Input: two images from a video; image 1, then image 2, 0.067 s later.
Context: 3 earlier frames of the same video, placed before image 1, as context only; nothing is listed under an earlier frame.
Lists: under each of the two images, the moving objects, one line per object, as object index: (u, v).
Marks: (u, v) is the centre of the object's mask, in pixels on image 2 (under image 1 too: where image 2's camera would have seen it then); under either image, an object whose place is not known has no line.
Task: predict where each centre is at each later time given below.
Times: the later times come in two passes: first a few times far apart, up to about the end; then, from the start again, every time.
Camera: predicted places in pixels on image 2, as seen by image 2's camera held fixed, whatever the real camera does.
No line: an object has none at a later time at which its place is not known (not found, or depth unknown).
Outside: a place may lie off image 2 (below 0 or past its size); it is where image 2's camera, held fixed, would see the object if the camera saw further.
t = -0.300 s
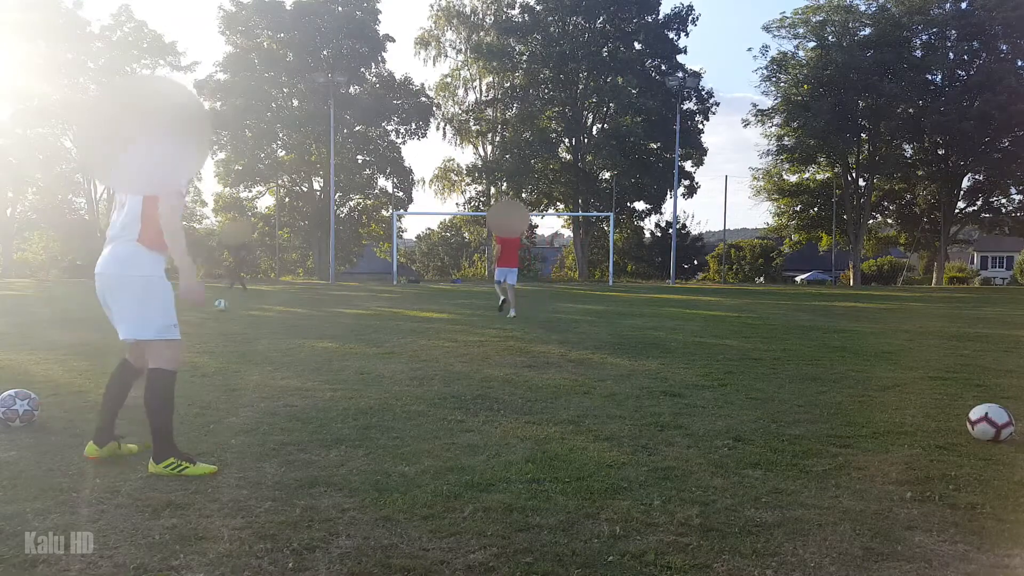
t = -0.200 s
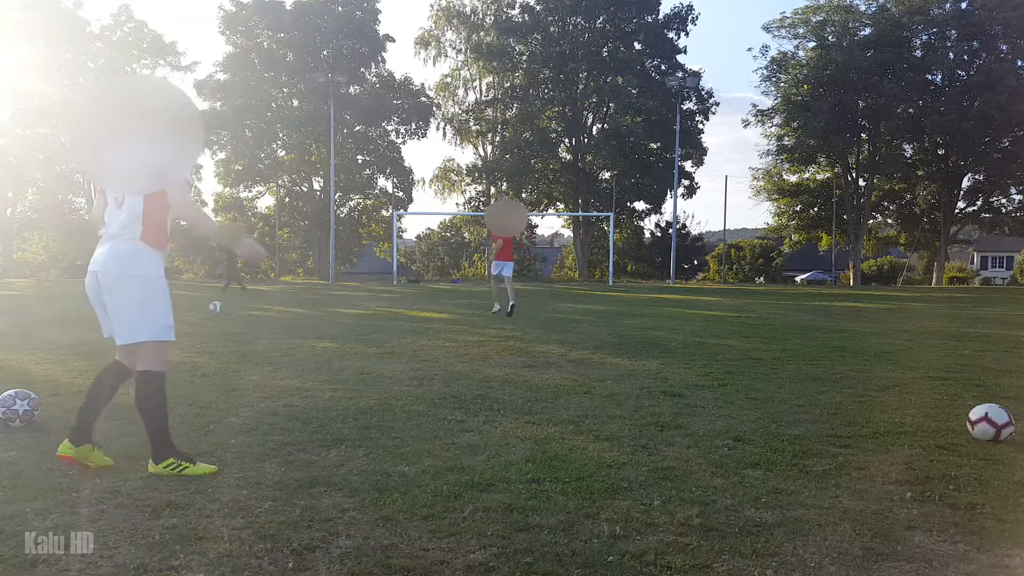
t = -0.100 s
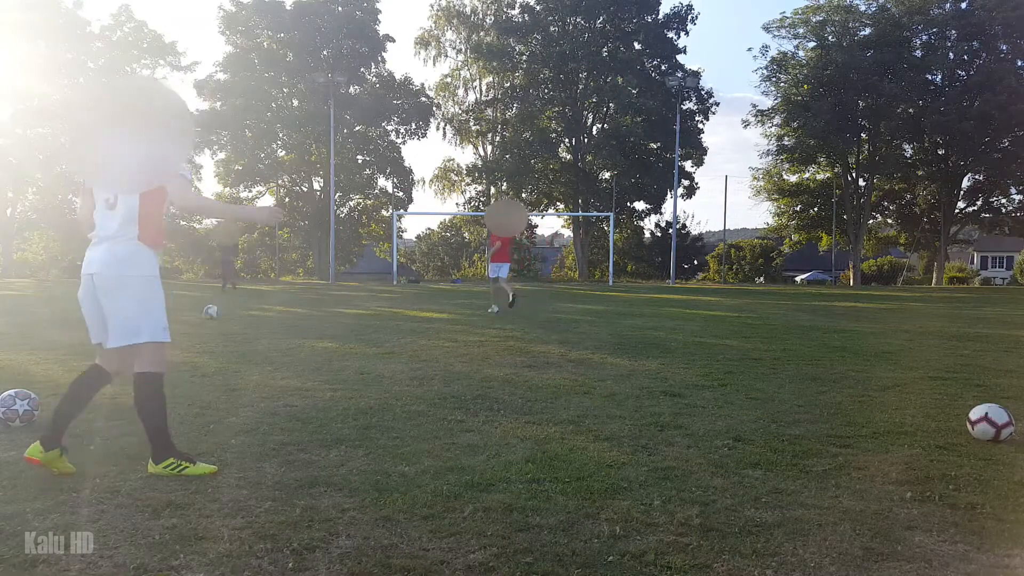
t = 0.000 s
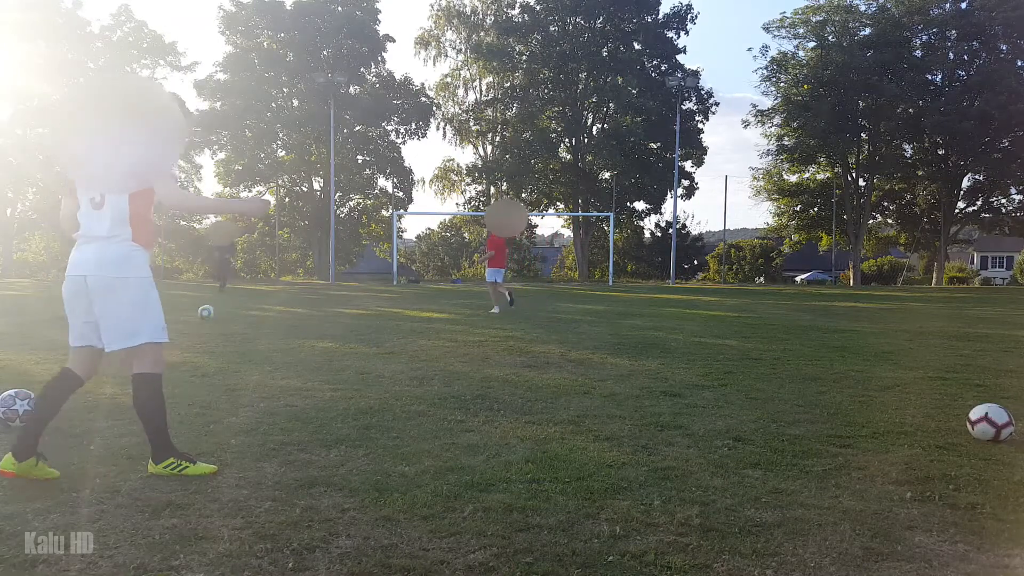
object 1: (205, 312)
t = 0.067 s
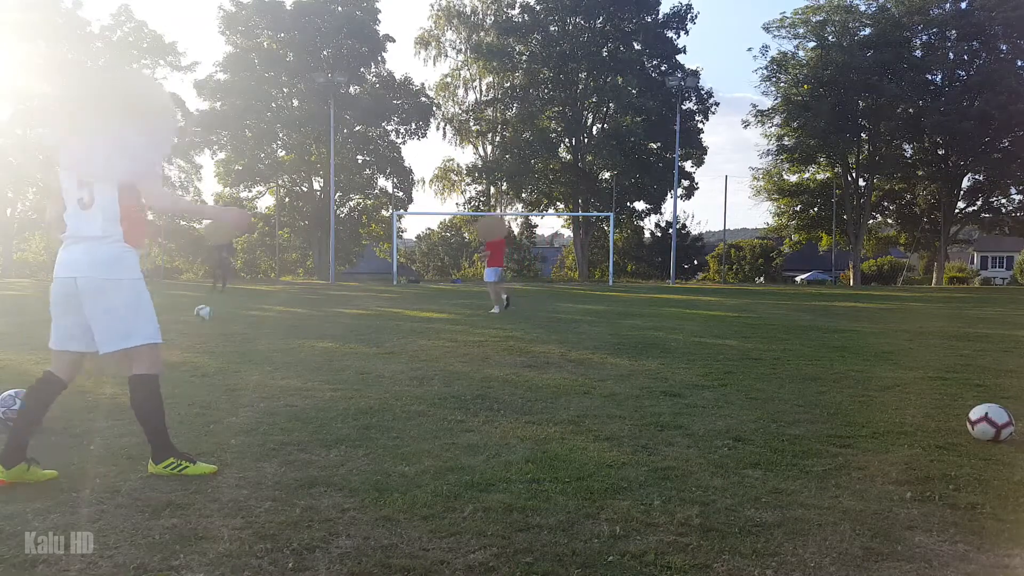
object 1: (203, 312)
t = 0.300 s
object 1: (189, 325)
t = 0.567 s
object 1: (166, 349)
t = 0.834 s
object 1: (124, 392)
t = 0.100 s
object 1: (201, 313)
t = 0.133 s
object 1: (199, 316)
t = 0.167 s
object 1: (197, 320)
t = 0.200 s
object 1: (195, 325)
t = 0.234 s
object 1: (194, 328)
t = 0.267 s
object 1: (191, 327)
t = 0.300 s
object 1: (189, 325)
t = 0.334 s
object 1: (186, 327)
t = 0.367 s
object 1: (184, 328)
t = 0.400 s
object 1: (182, 332)
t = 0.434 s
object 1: (178, 337)
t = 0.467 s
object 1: (176, 342)
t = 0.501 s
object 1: (173, 349)
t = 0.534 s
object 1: (169, 349)
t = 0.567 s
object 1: (166, 349)
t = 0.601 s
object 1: (161, 351)
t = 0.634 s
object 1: (157, 355)
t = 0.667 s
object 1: (152, 362)
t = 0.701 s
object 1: (147, 370)
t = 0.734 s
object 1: (141, 377)
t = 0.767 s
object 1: (137, 379)
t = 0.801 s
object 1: (131, 384)
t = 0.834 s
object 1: (124, 392)
